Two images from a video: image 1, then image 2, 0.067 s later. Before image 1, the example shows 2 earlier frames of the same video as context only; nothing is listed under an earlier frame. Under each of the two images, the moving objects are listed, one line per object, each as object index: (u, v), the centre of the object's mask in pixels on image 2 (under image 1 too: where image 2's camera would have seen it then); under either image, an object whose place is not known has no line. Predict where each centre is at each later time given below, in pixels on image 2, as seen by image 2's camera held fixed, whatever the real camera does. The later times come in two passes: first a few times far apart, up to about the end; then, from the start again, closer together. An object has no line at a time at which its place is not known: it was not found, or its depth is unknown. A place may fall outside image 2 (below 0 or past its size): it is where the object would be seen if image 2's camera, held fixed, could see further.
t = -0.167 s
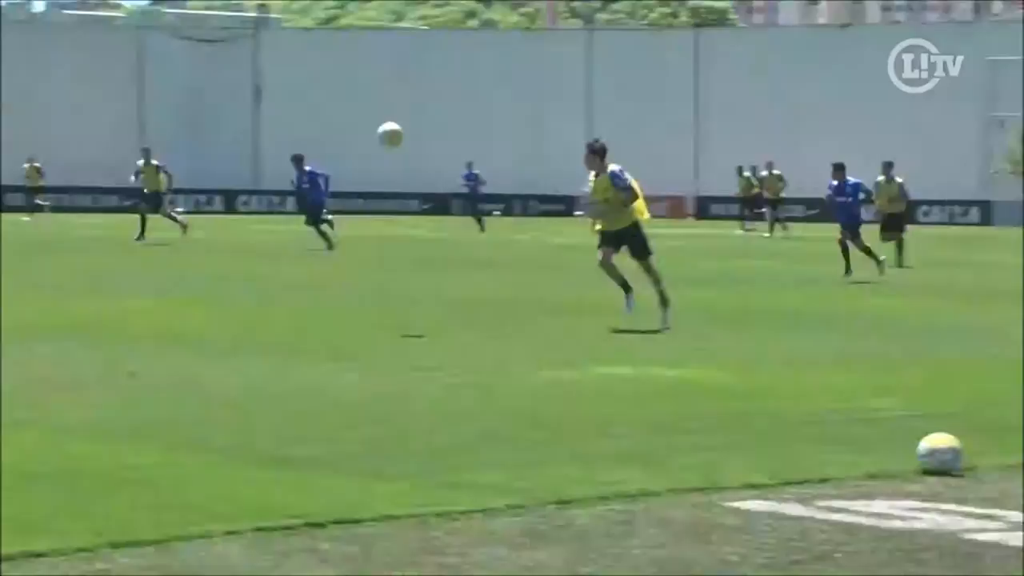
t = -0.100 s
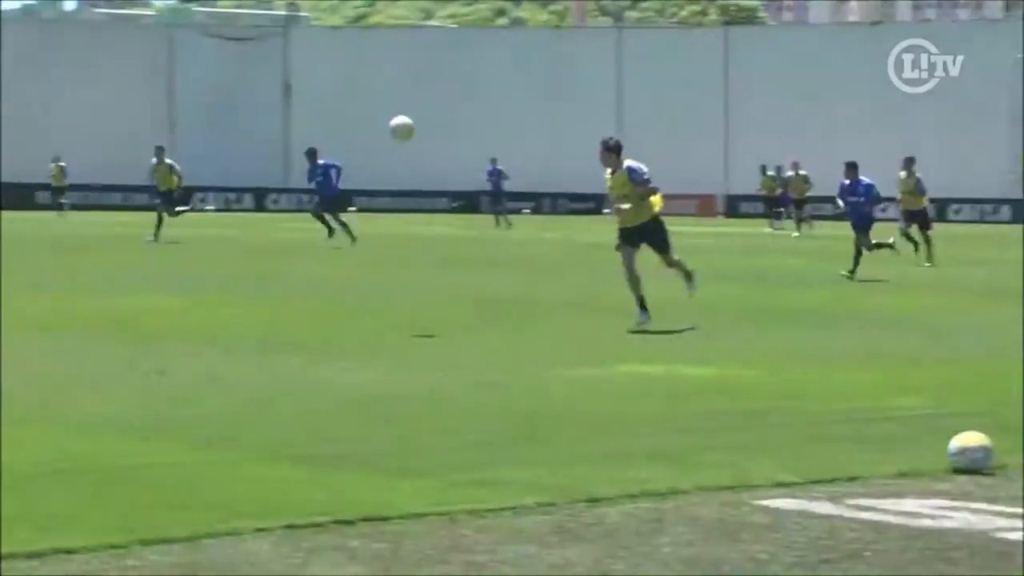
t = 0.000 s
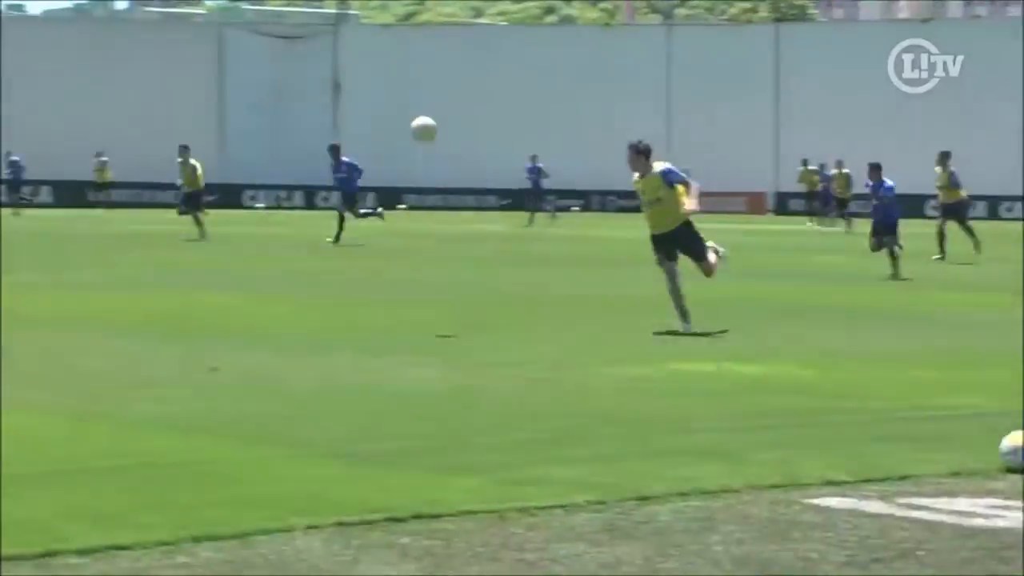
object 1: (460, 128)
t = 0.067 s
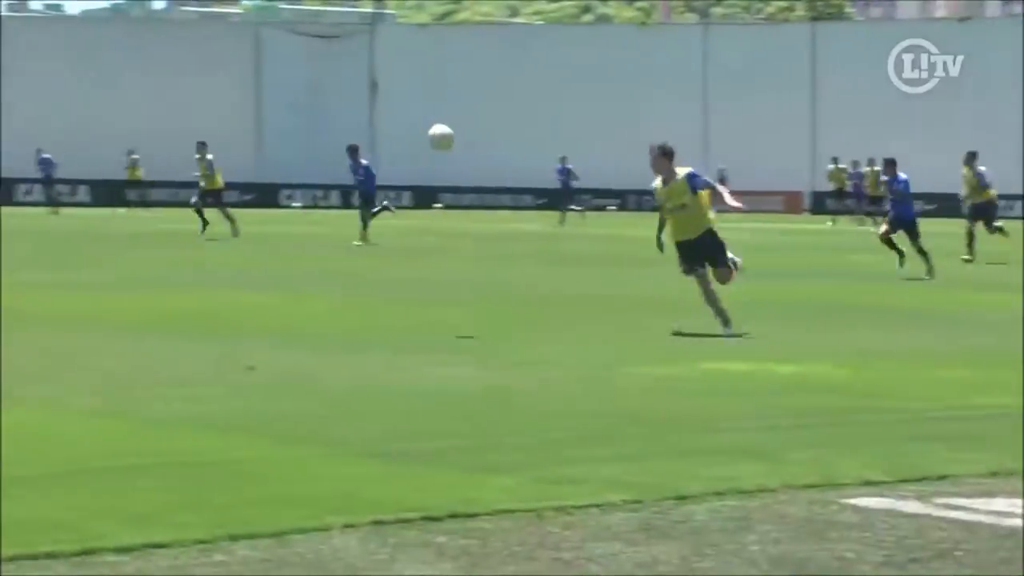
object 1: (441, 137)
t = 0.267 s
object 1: (382, 201)
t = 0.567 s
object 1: (288, 298)
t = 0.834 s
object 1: (195, 234)
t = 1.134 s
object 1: (76, 280)
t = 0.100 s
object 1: (431, 144)
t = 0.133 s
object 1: (422, 152)
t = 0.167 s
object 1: (414, 160)
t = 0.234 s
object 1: (391, 185)
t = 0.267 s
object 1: (382, 201)
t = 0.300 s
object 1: (370, 215)
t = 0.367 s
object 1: (350, 251)
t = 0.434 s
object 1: (330, 294)
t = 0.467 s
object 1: (320, 317)
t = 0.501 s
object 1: (308, 329)
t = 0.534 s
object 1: (298, 312)
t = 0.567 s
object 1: (288, 298)
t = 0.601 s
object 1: (276, 286)
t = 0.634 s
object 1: (264, 274)
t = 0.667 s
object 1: (254, 263)
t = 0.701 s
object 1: (243, 254)
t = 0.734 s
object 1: (231, 247)
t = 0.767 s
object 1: (219, 242)
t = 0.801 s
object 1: (207, 237)
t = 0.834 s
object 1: (195, 234)
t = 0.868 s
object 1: (182, 233)
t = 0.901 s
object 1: (170, 232)
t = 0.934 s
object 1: (158, 234)
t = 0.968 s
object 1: (145, 237)
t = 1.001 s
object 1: (131, 242)
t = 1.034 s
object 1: (118, 249)
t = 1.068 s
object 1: (105, 257)
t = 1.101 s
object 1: (90, 268)
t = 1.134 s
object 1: (76, 280)
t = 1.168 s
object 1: (61, 294)
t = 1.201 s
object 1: (47, 311)
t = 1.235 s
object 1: (32, 330)
